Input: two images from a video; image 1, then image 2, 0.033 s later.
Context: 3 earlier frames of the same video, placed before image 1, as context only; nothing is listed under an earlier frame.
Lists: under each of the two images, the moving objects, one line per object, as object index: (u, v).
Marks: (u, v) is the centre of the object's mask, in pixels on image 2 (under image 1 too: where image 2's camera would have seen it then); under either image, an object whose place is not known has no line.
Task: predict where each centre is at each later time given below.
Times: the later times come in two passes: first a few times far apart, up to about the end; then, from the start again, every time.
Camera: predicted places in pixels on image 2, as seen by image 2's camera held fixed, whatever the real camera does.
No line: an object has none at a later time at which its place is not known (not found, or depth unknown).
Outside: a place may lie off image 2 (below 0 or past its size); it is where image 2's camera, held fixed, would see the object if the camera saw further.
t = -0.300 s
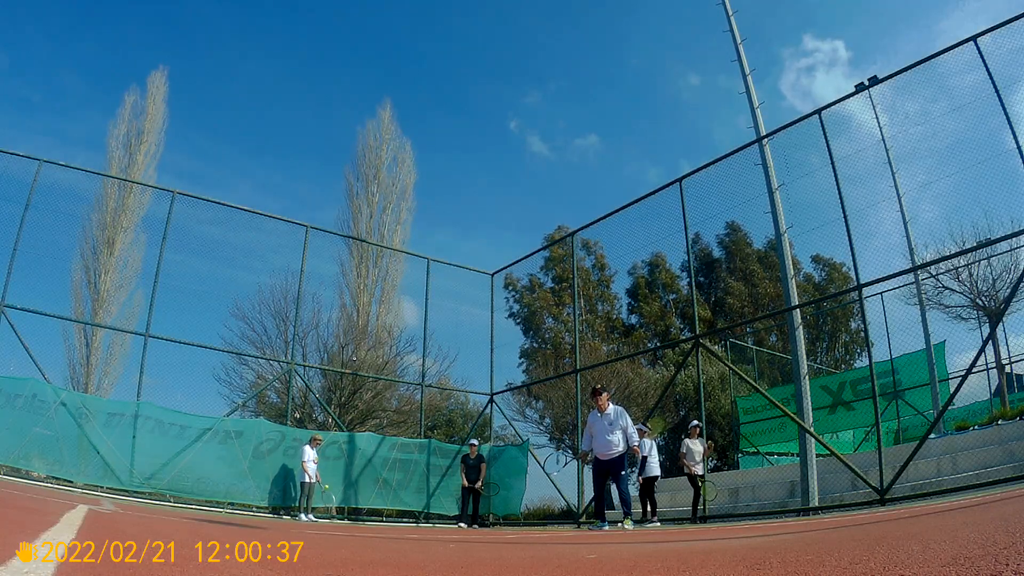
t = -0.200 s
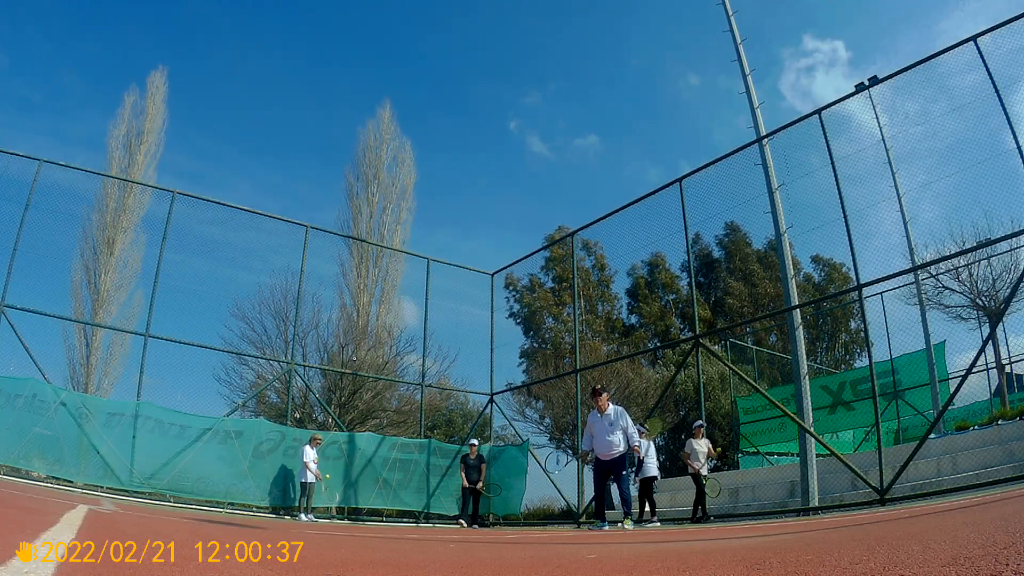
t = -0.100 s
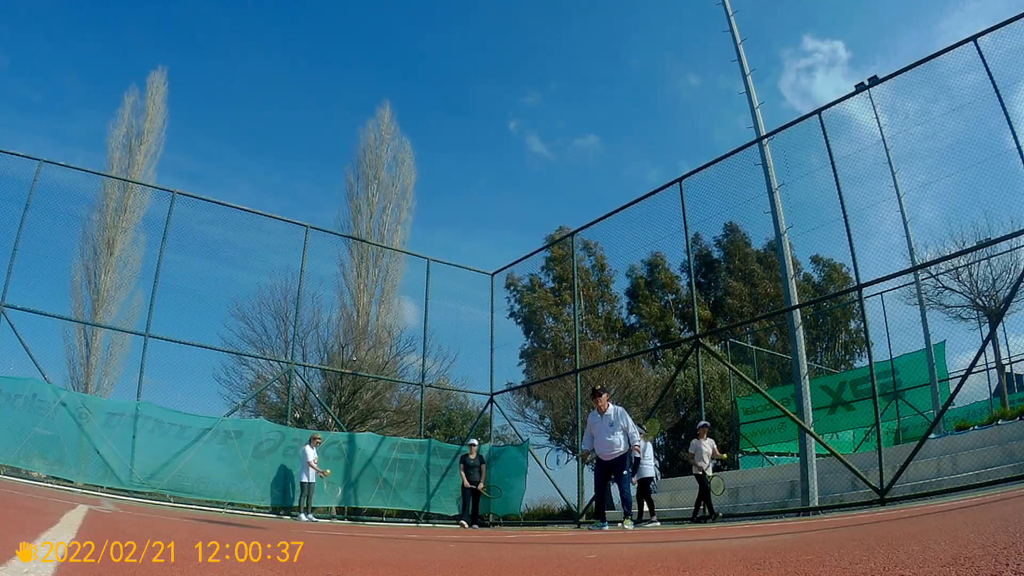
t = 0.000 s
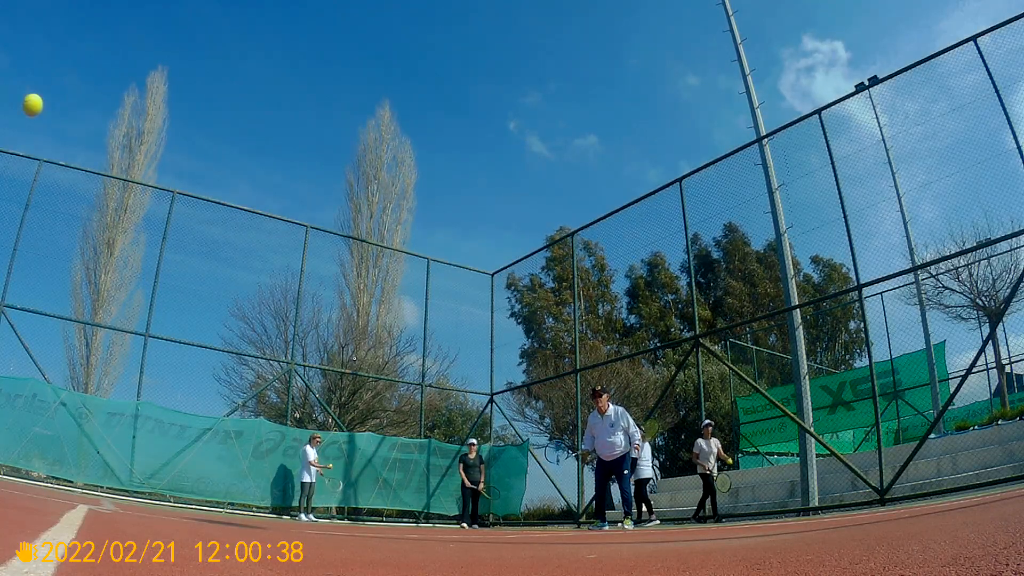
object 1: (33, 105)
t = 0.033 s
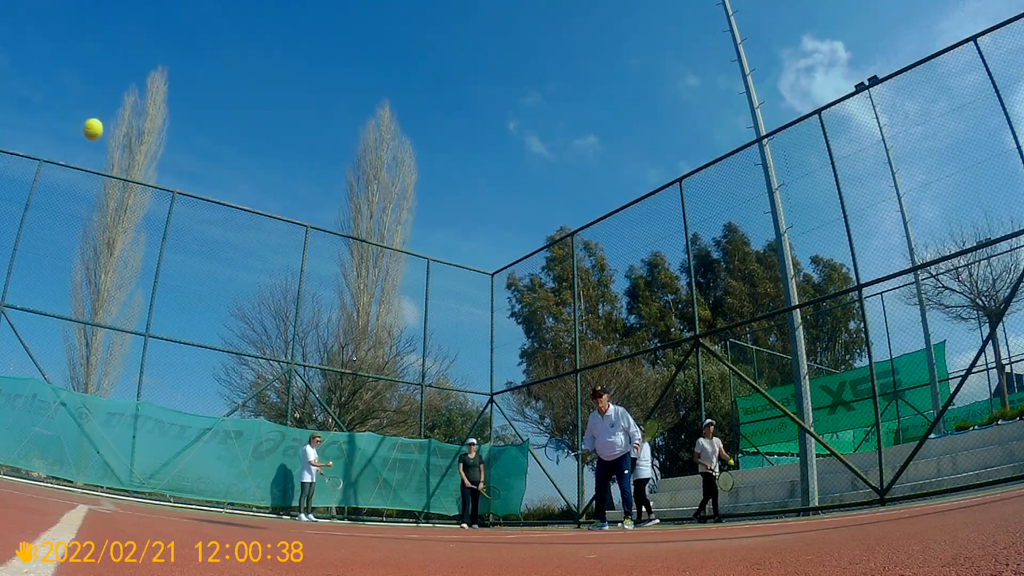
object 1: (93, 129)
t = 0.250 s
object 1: (374, 302)
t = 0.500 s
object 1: (534, 485)
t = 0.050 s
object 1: (121, 142)
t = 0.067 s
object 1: (148, 155)
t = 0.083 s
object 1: (174, 168)
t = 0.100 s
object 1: (199, 181)
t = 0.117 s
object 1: (222, 195)
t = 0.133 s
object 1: (246, 208)
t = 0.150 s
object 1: (267, 222)
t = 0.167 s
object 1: (287, 236)
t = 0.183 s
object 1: (306, 248)
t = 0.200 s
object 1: (325, 262)
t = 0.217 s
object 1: (342, 275)
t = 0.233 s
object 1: (358, 289)
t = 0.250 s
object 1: (374, 302)
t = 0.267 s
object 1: (389, 315)
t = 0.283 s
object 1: (403, 328)
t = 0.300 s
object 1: (415, 341)
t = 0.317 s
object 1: (429, 353)
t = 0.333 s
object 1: (441, 366)
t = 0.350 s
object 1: (452, 379)
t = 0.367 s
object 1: (463, 391)
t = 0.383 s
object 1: (473, 403)
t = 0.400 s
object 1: (483, 415)
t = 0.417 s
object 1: (492, 427)
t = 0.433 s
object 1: (501, 439)
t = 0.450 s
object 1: (510, 450)
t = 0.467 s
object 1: (518, 462)
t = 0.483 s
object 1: (526, 473)
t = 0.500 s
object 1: (534, 485)
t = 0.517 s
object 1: (540, 496)
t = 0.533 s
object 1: (547, 507)
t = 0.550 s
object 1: (554, 518)
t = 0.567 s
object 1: (560, 529)
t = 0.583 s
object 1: (565, 526)
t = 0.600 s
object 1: (568, 518)
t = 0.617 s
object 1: (572, 510)
